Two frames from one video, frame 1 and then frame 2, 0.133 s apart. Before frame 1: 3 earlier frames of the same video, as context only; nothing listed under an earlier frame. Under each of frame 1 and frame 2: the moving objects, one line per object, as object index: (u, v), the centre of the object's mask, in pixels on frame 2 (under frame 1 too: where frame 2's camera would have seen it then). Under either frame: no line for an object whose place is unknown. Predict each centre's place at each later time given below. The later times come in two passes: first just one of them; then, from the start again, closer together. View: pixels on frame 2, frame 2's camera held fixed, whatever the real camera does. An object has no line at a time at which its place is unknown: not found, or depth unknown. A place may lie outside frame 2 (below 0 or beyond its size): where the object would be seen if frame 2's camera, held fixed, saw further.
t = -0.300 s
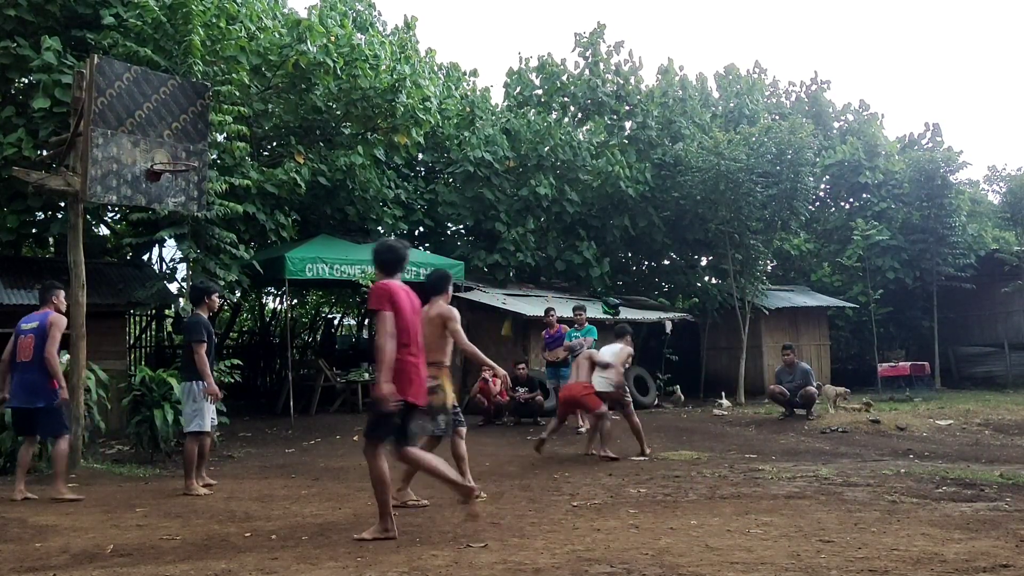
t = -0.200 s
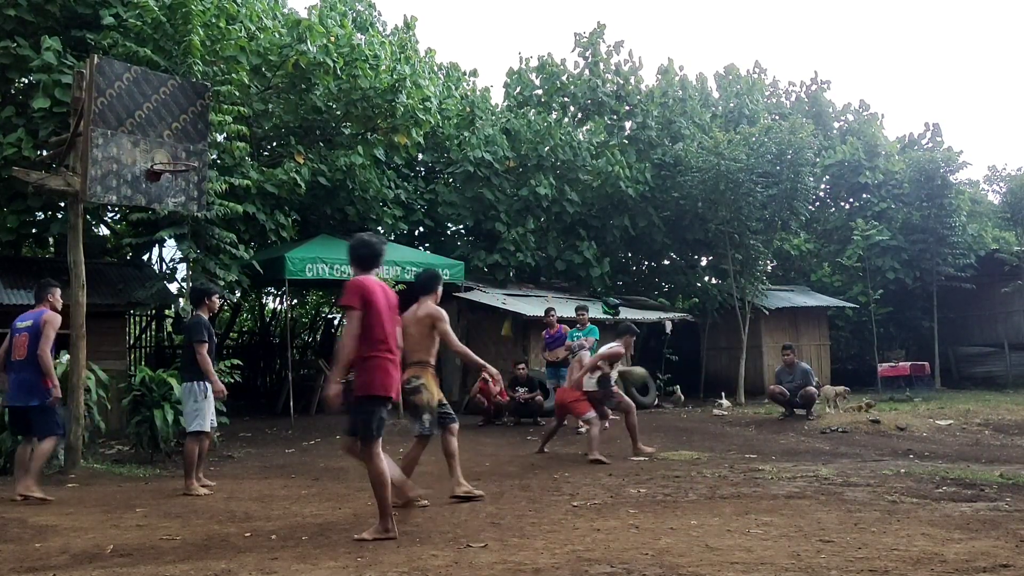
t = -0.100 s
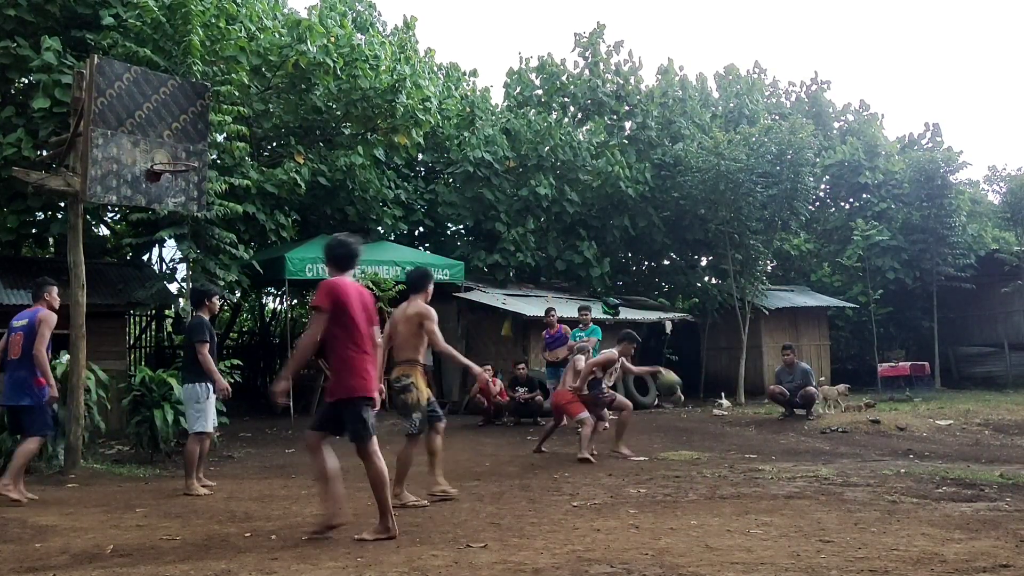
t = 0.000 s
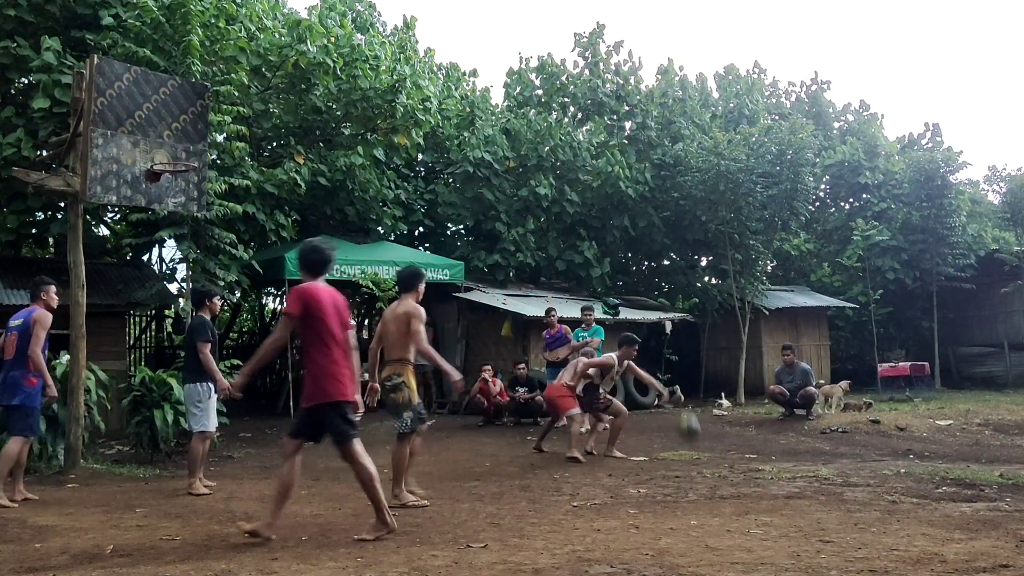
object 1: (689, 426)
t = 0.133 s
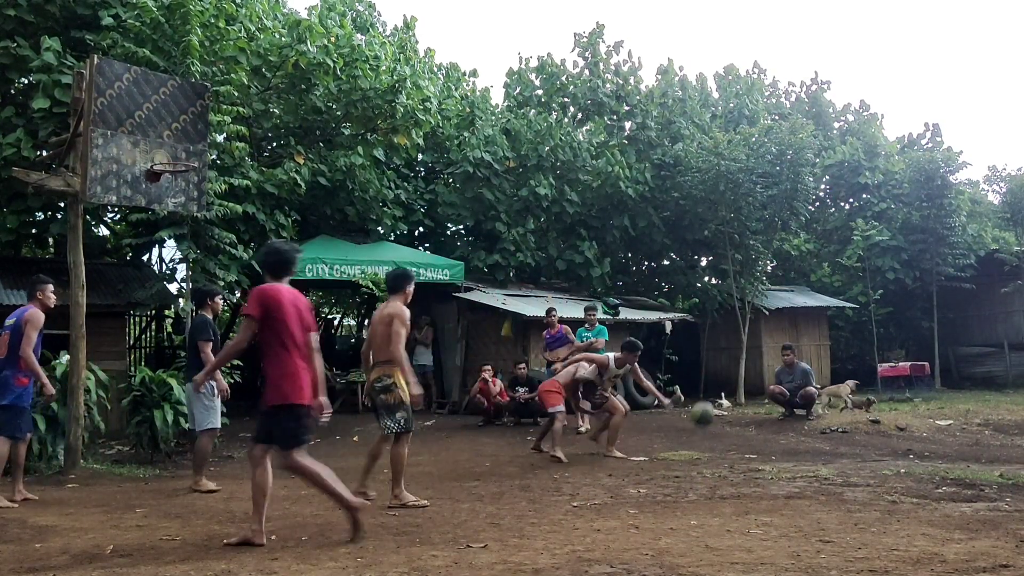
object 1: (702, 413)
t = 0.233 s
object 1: (711, 390)
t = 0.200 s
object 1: (709, 397)
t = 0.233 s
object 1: (711, 390)
